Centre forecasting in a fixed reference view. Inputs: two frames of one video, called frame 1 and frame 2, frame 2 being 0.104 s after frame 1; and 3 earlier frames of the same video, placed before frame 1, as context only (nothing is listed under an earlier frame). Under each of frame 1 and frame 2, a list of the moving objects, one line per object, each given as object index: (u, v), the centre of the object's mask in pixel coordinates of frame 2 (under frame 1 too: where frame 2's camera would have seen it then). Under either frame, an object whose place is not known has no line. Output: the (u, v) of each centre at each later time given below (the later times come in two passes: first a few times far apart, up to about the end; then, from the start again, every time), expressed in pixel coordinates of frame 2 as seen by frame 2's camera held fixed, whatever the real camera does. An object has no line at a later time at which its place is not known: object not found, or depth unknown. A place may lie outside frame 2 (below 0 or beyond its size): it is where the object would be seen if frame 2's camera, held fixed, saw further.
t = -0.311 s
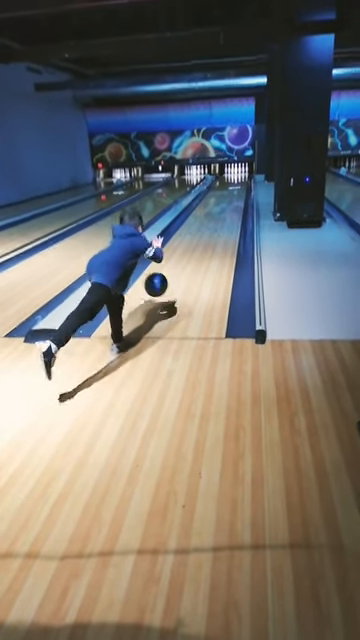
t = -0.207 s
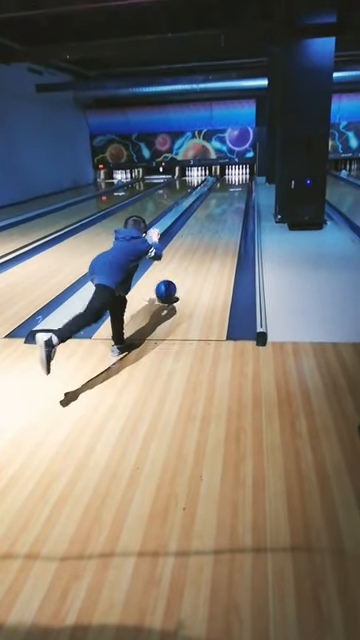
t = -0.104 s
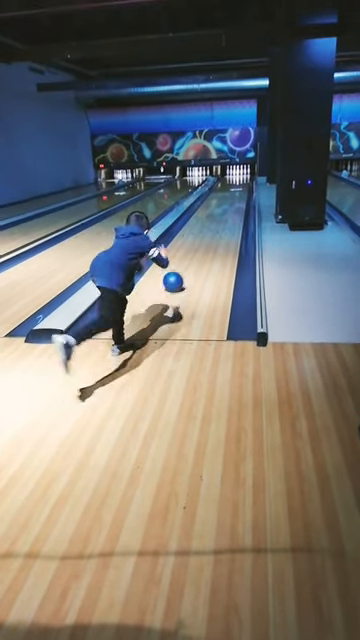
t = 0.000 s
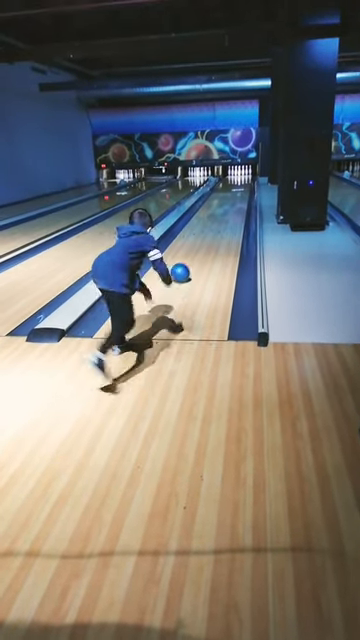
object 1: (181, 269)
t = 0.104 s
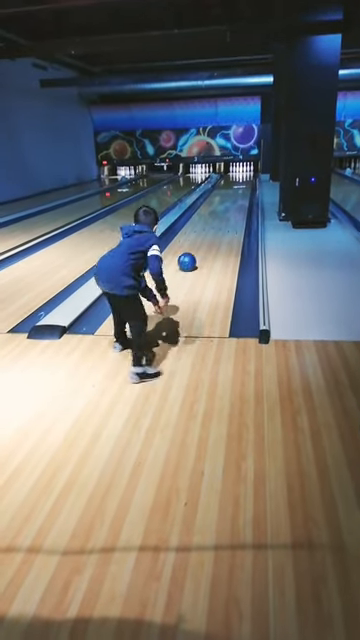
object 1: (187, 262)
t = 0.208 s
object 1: (191, 255)
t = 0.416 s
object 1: (199, 244)
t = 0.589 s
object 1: (206, 236)
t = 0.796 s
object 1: (211, 229)
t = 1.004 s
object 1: (215, 223)
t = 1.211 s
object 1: (219, 218)
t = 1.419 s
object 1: (222, 214)
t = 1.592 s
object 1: (224, 210)
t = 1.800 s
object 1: (226, 207)
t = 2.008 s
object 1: (228, 203)
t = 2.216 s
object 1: (230, 199)
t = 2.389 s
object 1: (231, 198)
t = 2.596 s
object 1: (233, 196)
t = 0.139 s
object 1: (188, 259)
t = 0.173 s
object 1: (190, 257)
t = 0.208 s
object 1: (191, 255)
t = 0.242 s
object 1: (193, 253)
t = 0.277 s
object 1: (194, 251)
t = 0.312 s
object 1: (195, 249)
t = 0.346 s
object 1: (197, 248)
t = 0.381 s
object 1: (198, 246)
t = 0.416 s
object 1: (199, 244)
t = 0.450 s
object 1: (200, 243)
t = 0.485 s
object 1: (201, 241)
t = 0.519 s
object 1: (203, 239)
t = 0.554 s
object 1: (204, 238)
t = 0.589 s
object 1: (206, 236)
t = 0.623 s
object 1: (207, 234)
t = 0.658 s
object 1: (208, 233)
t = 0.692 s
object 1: (209, 232)
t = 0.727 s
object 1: (209, 231)
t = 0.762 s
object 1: (210, 230)
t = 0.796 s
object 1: (211, 229)
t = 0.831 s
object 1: (211, 228)
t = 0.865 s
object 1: (212, 227)
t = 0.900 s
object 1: (213, 226)
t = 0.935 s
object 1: (214, 225)
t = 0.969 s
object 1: (214, 224)
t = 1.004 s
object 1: (215, 223)
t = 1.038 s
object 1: (216, 222)
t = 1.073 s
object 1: (217, 221)
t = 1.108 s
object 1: (217, 220)
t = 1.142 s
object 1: (218, 220)
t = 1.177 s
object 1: (218, 219)
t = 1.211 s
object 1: (219, 218)
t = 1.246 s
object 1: (219, 217)
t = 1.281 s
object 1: (220, 216)
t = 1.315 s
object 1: (220, 216)
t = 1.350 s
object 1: (221, 215)
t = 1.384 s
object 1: (222, 214)
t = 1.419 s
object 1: (222, 214)
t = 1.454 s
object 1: (223, 213)
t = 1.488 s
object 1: (223, 212)
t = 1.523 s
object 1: (224, 212)
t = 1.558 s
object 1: (223, 211)
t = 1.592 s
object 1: (224, 210)
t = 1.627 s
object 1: (225, 210)
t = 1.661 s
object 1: (225, 209)
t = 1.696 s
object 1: (225, 208)
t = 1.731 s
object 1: (225, 208)
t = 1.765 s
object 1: (226, 207)
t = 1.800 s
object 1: (226, 207)
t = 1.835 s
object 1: (227, 206)
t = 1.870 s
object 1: (227, 206)
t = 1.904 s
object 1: (227, 205)
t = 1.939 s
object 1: (228, 204)
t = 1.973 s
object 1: (228, 203)
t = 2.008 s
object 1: (228, 203)
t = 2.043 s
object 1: (229, 203)
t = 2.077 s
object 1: (229, 202)
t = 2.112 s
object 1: (229, 202)
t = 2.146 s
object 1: (230, 201)
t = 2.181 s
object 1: (230, 200)
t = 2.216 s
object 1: (230, 199)
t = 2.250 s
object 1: (231, 199)
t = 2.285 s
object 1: (231, 199)
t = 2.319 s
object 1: (231, 199)
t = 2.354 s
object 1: (231, 199)
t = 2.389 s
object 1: (231, 198)
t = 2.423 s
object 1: (231, 198)
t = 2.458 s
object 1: (232, 197)
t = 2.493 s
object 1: (232, 197)
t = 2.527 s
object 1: (232, 197)
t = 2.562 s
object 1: (233, 196)
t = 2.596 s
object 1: (233, 196)
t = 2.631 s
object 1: (233, 195)
